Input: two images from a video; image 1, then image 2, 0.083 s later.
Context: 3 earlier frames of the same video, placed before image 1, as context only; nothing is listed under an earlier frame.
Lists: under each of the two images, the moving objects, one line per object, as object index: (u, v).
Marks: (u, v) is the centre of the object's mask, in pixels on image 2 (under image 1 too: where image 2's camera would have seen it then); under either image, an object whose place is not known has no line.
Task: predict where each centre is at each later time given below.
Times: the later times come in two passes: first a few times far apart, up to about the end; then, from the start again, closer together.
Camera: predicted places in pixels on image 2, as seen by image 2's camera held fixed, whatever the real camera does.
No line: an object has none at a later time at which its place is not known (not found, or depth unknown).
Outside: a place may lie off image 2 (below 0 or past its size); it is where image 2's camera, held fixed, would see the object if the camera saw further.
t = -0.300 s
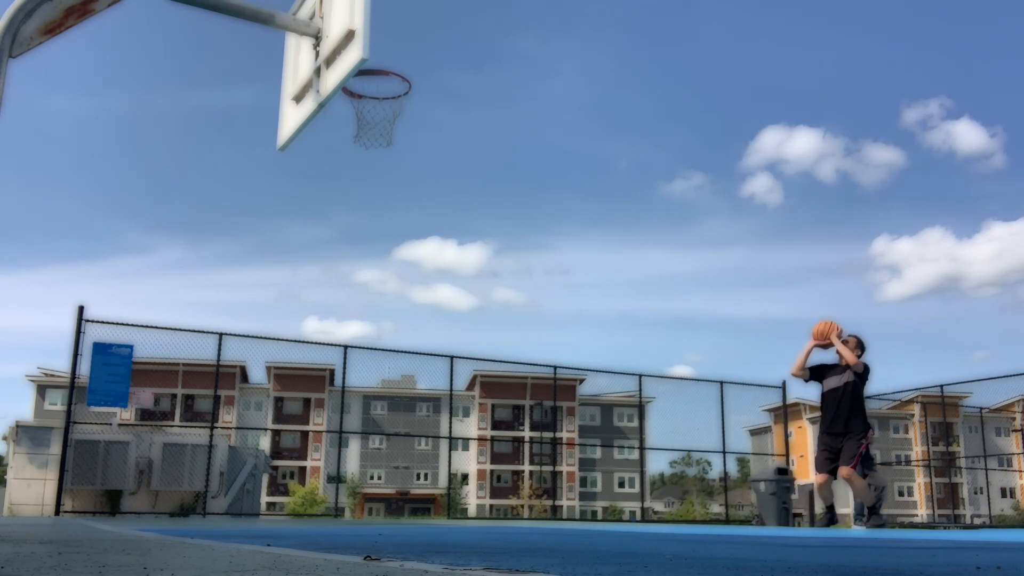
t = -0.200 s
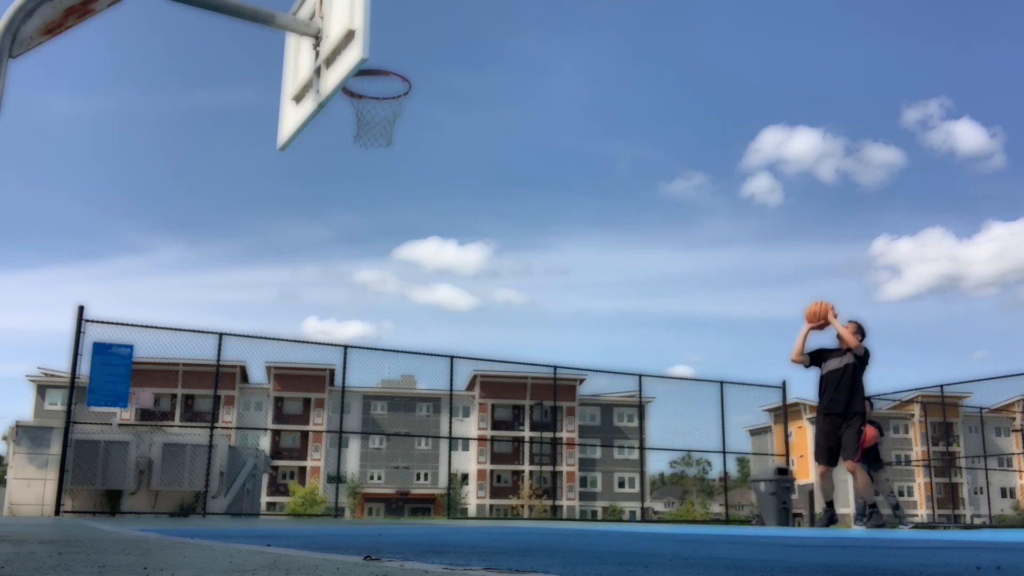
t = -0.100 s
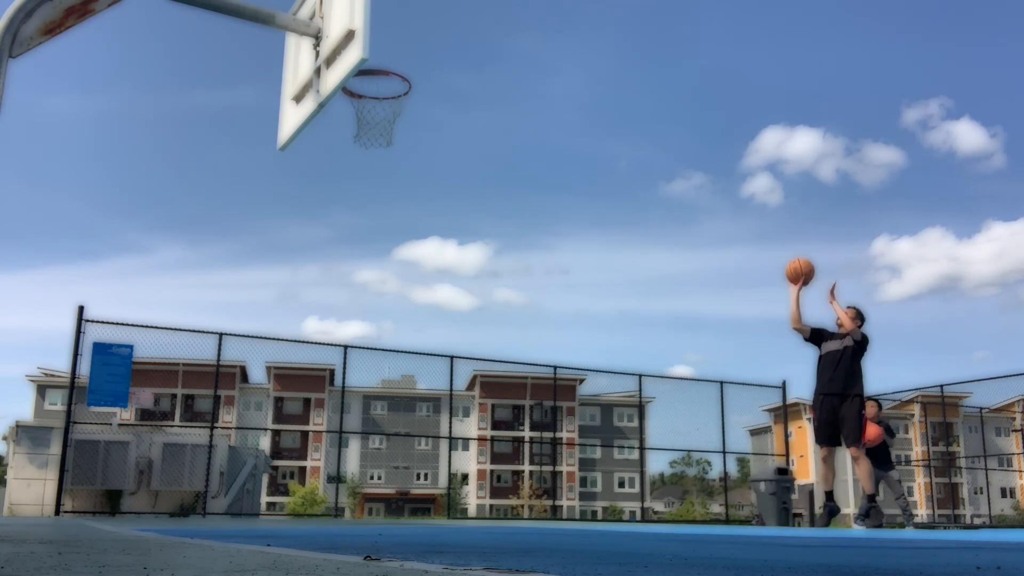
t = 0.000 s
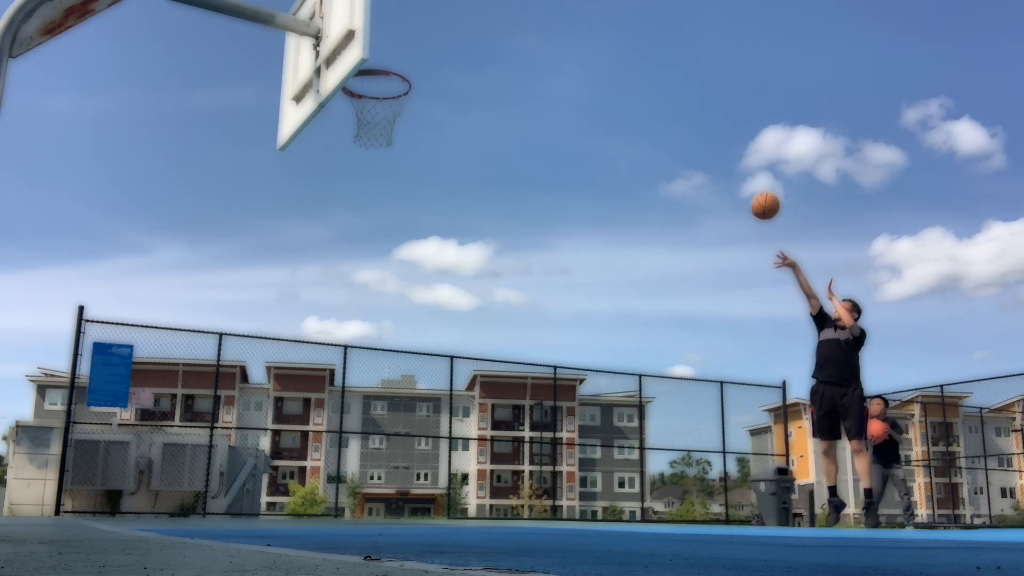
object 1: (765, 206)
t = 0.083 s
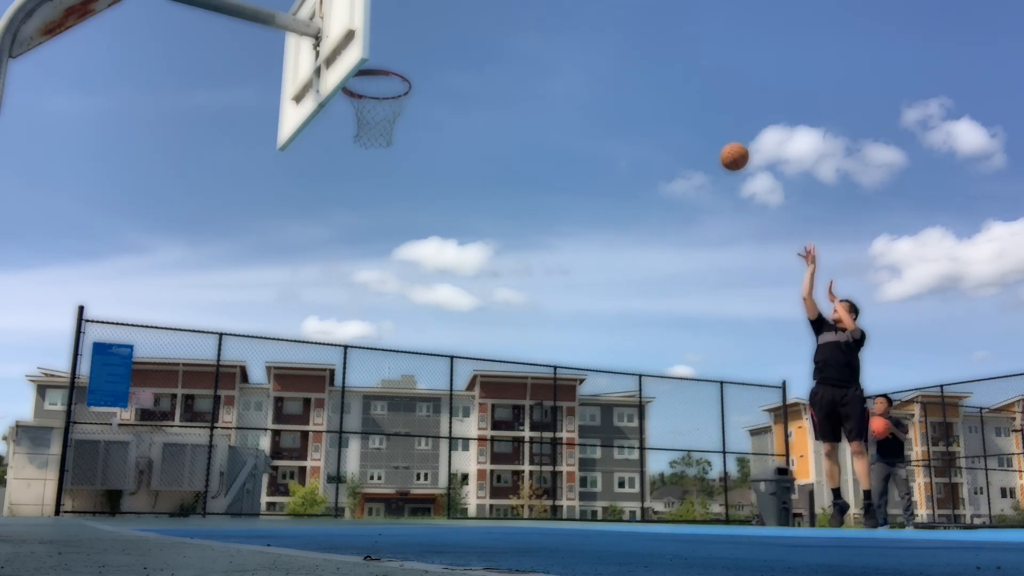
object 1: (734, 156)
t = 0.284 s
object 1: (660, 65)
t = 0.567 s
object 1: (549, 9)
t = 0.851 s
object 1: (421, 34)
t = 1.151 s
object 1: (406, 65)
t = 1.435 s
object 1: (442, 65)
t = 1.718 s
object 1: (478, 175)
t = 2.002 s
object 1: (515, 423)
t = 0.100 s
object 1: (728, 147)
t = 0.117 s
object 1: (722, 139)
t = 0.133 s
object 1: (716, 130)
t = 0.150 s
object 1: (710, 122)
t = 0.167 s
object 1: (704, 114)
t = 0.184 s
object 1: (698, 106)
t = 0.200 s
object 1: (691, 99)
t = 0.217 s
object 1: (685, 91)
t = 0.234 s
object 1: (679, 85)
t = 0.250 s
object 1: (673, 78)
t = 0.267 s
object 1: (666, 72)
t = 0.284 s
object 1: (660, 65)
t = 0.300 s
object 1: (654, 59)
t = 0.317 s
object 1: (648, 54)
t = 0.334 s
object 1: (641, 49)
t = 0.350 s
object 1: (635, 44)
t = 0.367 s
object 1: (629, 39)
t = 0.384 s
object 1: (622, 35)
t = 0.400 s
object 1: (616, 30)
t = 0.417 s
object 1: (609, 27)
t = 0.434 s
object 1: (603, 23)
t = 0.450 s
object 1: (596, 20)
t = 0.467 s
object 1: (590, 17)
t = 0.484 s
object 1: (583, 14)
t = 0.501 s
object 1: (576, 13)
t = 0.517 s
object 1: (569, 12)
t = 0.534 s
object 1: (563, 11)
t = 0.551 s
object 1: (556, 10)
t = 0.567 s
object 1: (549, 9)
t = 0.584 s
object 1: (542, 9)
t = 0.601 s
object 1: (535, 9)
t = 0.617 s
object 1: (528, 9)
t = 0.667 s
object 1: (507, 9)
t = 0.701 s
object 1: (492, 10)
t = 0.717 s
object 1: (485, 11)
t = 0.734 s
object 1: (477, 12)
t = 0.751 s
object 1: (469, 14)
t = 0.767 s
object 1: (461, 15)
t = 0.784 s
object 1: (454, 18)
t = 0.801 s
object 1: (446, 21)
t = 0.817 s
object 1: (438, 25)
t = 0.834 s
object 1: (430, 29)
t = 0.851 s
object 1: (421, 34)
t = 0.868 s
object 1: (414, 39)
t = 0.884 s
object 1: (405, 44)
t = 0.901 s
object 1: (397, 50)
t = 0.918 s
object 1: (388, 56)
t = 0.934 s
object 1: (381, 63)
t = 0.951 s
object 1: (374, 71)
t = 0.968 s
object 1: (371, 75)
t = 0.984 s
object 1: (369, 80)
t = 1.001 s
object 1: (367, 85)
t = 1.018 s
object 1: (367, 86)
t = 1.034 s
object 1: (374, 84)
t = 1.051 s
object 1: (381, 82)
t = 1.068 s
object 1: (388, 80)
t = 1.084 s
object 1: (394, 78)
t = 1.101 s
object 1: (399, 76)
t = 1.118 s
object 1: (401, 72)
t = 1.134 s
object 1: (404, 68)
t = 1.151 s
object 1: (406, 65)
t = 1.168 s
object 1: (408, 62)
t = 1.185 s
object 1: (410, 60)
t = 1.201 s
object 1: (412, 58)
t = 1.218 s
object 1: (415, 56)
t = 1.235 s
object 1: (417, 54)
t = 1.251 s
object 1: (419, 53)
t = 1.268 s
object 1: (421, 53)
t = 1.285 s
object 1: (423, 52)
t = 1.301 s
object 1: (425, 52)
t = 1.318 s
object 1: (427, 52)
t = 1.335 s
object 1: (429, 53)
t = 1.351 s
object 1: (431, 54)
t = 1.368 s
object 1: (434, 56)
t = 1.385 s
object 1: (436, 57)
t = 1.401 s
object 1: (438, 59)
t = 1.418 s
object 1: (440, 62)
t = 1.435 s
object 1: (442, 65)
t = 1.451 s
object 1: (444, 68)
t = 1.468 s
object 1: (446, 72)
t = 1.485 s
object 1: (448, 76)
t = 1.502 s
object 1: (451, 80)
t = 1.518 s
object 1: (453, 85)
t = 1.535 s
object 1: (455, 90)
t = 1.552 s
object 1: (457, 96)
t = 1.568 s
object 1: (459, 102)
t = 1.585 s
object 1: (461, 108)
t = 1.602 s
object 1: (463, 115)
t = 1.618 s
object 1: (465, 122)
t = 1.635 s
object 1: (467, 130)
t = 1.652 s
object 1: (469, 138)
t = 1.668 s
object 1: (471, 146)
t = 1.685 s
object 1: (474, 155)
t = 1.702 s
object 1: (476, 165)
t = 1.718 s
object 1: (478, 175)
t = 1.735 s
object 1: (480, 185)
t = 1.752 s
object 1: (482, 196)
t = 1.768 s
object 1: (484, 207)
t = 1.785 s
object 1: (487, 219)
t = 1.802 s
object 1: (489, 231)
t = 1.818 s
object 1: (491, 244)
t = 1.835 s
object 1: (493, 258)
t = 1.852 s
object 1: (495, 272)
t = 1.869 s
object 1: (497, 286)
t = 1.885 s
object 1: (499, 301)
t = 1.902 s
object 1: (502, 317)
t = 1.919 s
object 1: (504, 333)
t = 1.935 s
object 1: (506, 350)
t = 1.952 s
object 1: (508, 367)
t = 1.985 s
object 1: (512, 404)
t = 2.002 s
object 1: (515, 423)
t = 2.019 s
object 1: (517, 444)
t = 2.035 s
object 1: (519, 464)
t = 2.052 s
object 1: (522, 486)
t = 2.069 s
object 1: (525, 504)
